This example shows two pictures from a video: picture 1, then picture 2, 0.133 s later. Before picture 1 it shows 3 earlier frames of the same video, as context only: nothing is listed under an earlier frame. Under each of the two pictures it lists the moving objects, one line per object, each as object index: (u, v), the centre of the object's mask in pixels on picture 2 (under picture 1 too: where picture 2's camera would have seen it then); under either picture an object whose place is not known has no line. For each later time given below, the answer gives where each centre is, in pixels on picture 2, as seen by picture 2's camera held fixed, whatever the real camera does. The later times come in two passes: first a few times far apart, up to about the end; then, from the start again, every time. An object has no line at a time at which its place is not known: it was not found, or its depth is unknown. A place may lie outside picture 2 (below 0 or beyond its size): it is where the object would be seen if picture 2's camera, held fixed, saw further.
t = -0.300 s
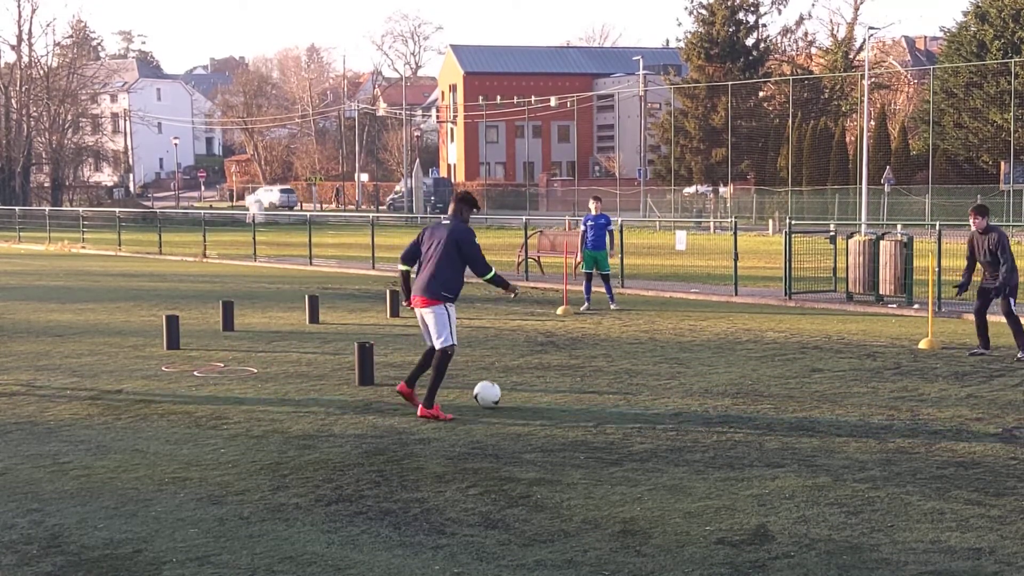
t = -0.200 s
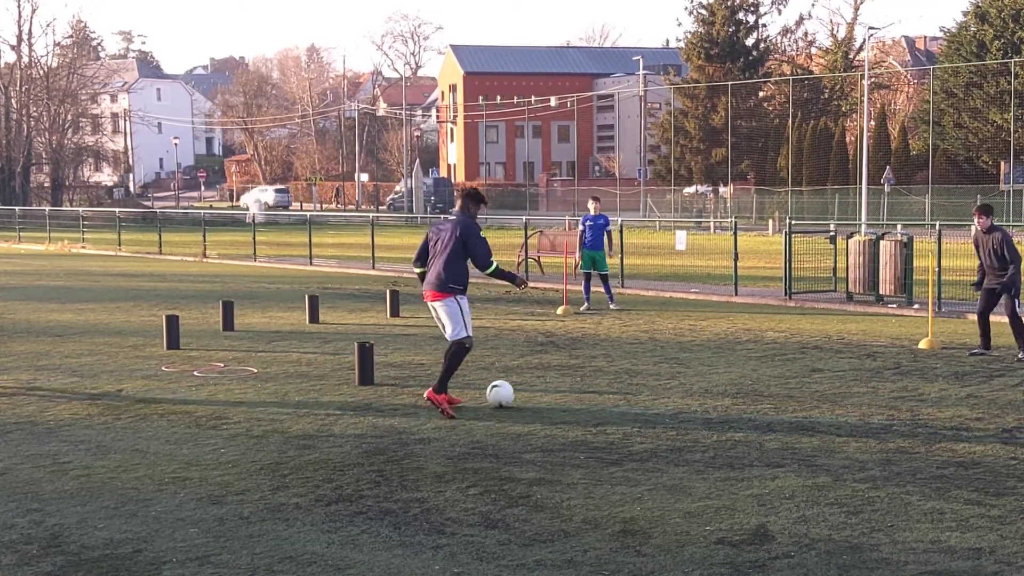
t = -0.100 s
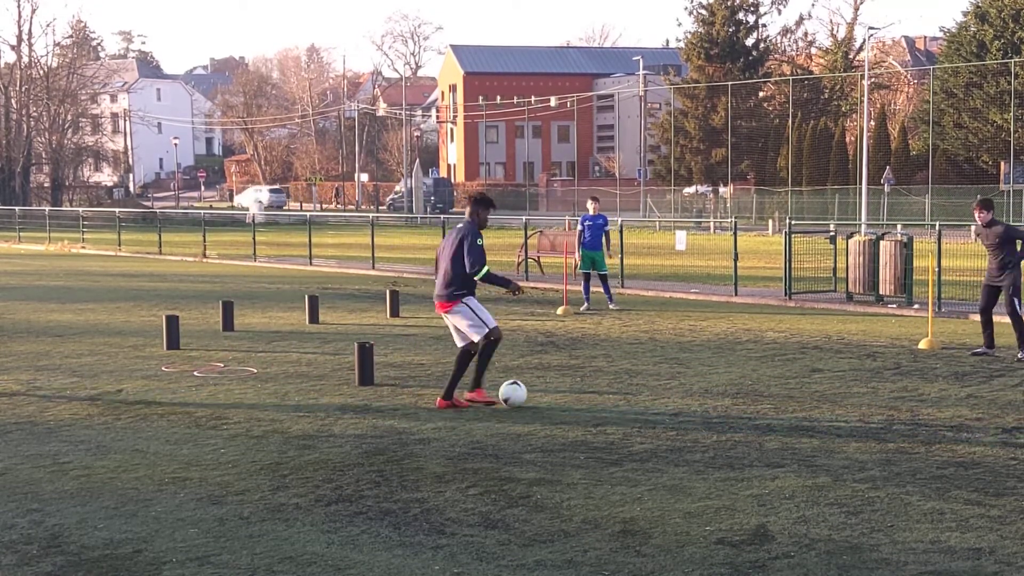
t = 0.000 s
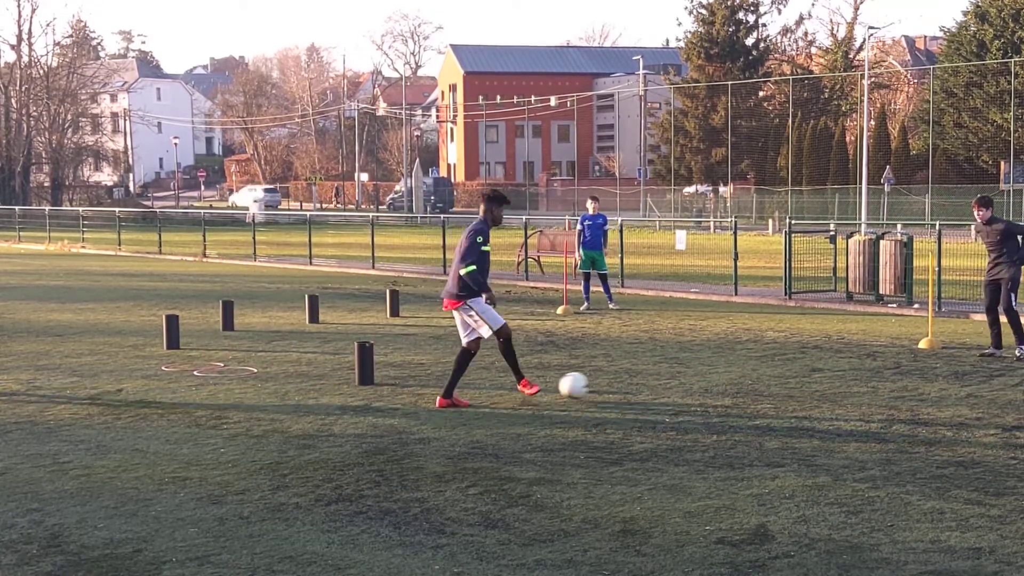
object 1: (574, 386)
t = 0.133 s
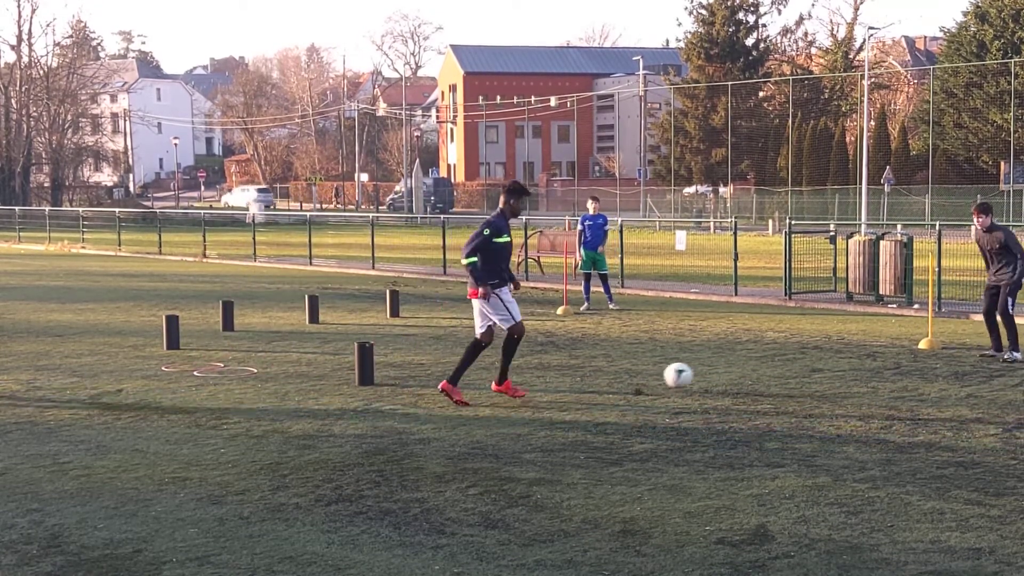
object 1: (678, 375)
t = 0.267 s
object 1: (763, 369)
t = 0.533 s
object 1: (895, 355)
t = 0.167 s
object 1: (701, 372)
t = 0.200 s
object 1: (723, 372)
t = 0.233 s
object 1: (745, 372)
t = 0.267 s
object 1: (763, 369)
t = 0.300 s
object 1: (781, 364)
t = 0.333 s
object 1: (799, 361)
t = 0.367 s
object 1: (816, 358)
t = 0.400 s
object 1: (832, 358)
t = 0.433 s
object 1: (849, 359)
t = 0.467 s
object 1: (866, 361)
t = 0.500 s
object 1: (880, 358)
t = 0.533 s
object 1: (895, 355)
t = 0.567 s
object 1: (909, 353)
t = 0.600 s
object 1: (924, 353)
